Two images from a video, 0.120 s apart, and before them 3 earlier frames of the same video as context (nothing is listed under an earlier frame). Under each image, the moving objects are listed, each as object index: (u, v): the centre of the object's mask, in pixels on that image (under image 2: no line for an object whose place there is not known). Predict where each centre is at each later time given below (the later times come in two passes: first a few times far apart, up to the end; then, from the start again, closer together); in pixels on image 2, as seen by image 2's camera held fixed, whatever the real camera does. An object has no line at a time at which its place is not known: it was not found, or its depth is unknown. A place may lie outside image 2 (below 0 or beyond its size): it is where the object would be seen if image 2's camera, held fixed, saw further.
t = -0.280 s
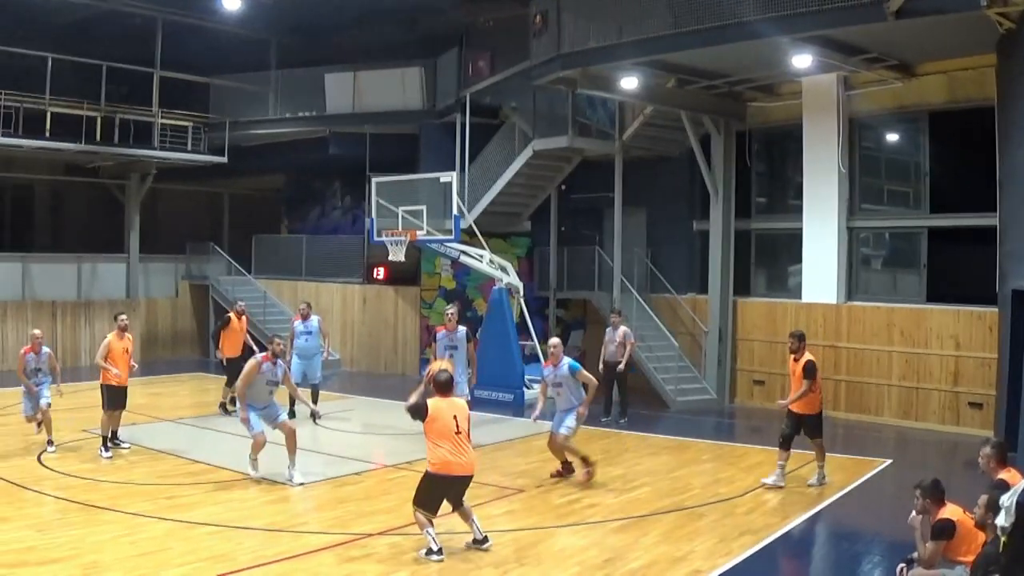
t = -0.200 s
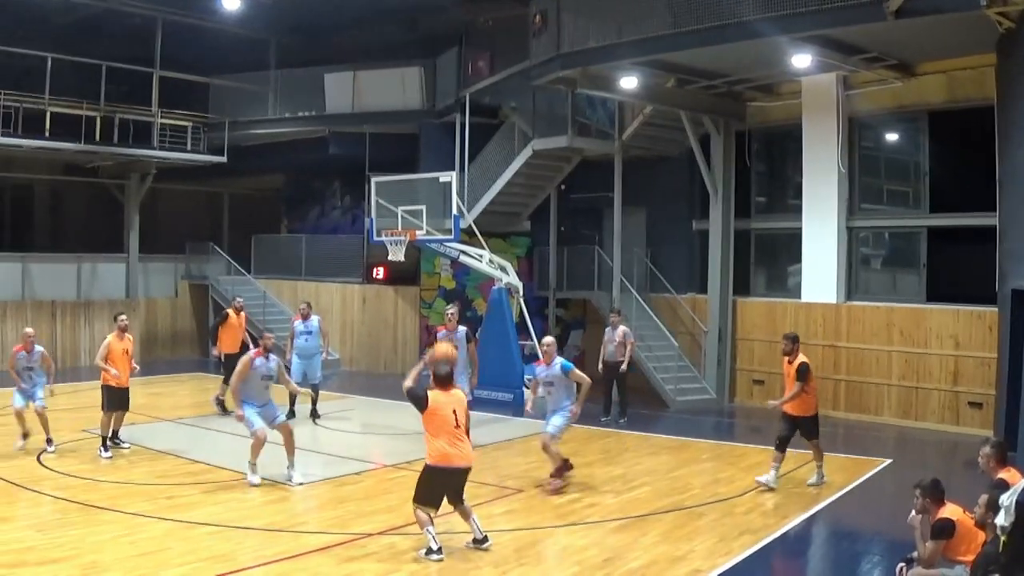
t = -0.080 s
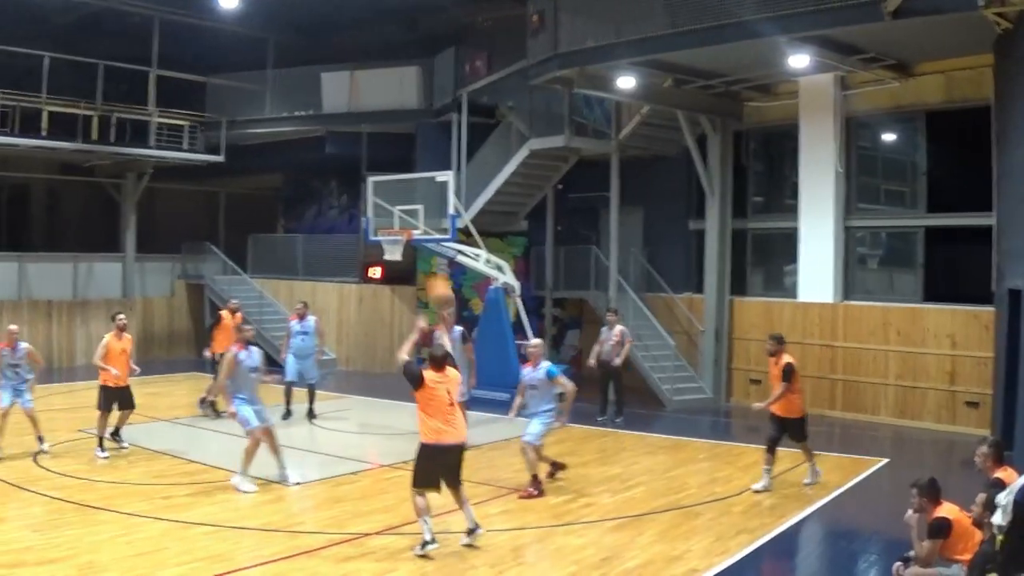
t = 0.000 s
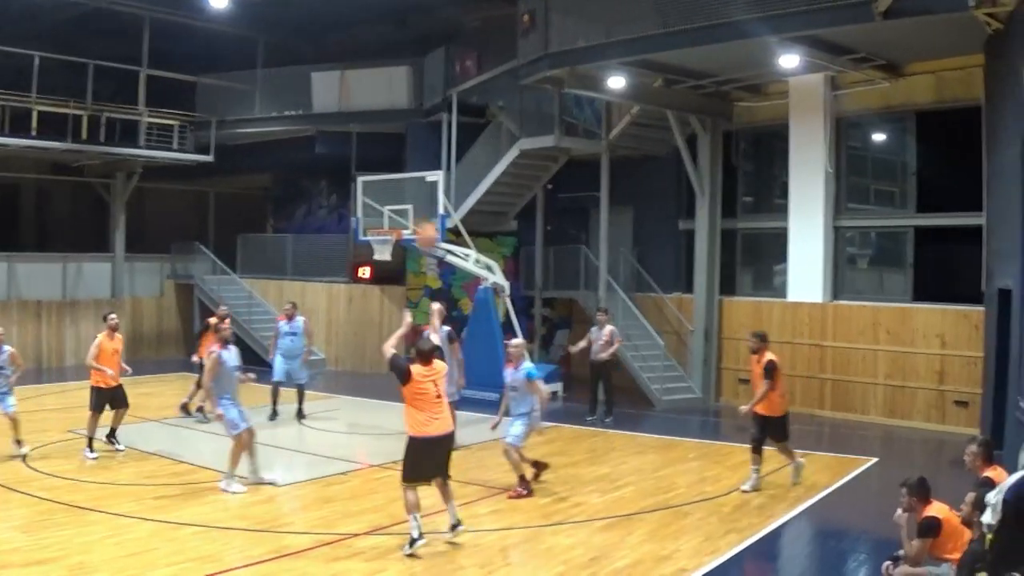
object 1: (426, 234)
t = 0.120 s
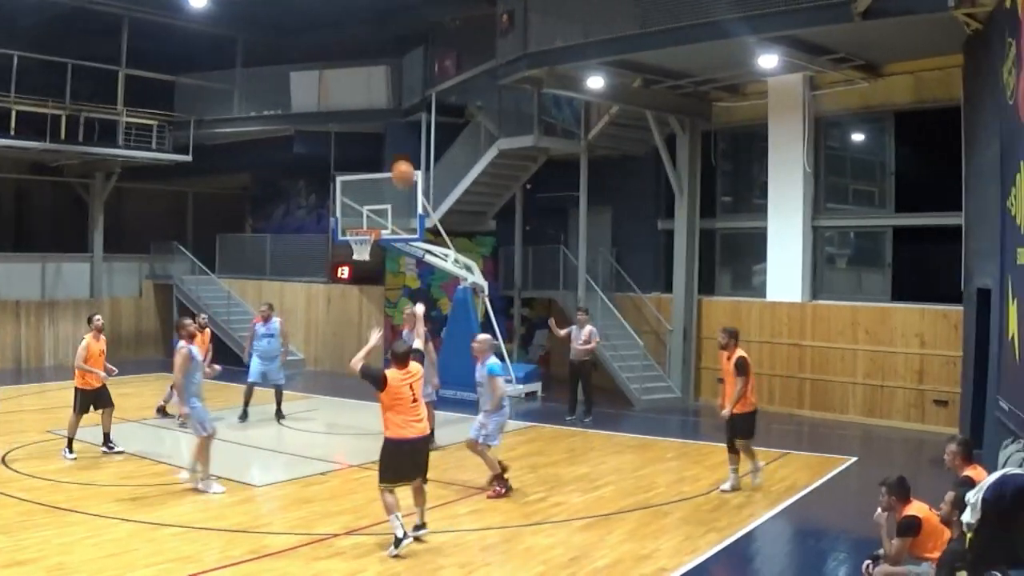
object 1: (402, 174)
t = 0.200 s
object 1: (400, 144)
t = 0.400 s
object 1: (396, 100)
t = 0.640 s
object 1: (391, 96)
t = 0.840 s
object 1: (387, 123)
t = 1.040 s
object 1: (382, 170)
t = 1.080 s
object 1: (382, 185)
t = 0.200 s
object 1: (400, 144)
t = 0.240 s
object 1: (399, 131)
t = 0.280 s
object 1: (399, 121)
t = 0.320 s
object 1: (398, 112)
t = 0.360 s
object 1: (397, 105)
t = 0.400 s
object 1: (396, 100)
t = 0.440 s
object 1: (395, 97)
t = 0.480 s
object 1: (395, 94)
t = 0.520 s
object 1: (394, 93)
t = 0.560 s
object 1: (393, 93)
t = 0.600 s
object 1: (392, 94)
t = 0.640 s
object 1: (391, 96)
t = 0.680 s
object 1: (391, 99)
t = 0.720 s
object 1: (389, 104)
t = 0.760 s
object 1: (388, 109)
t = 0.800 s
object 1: (388, 115)
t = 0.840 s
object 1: (387, 123)
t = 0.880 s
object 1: (386, 131)
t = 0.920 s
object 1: (385, 140)
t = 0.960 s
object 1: (384, 150)
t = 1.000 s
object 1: (383, 160)
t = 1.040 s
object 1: (382, 170)
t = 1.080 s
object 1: (382, 185)
